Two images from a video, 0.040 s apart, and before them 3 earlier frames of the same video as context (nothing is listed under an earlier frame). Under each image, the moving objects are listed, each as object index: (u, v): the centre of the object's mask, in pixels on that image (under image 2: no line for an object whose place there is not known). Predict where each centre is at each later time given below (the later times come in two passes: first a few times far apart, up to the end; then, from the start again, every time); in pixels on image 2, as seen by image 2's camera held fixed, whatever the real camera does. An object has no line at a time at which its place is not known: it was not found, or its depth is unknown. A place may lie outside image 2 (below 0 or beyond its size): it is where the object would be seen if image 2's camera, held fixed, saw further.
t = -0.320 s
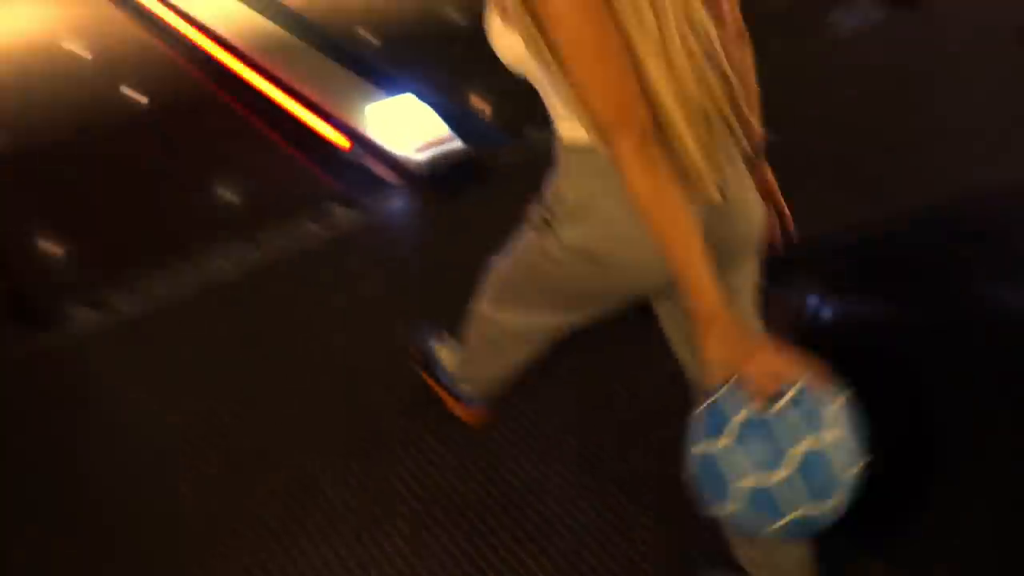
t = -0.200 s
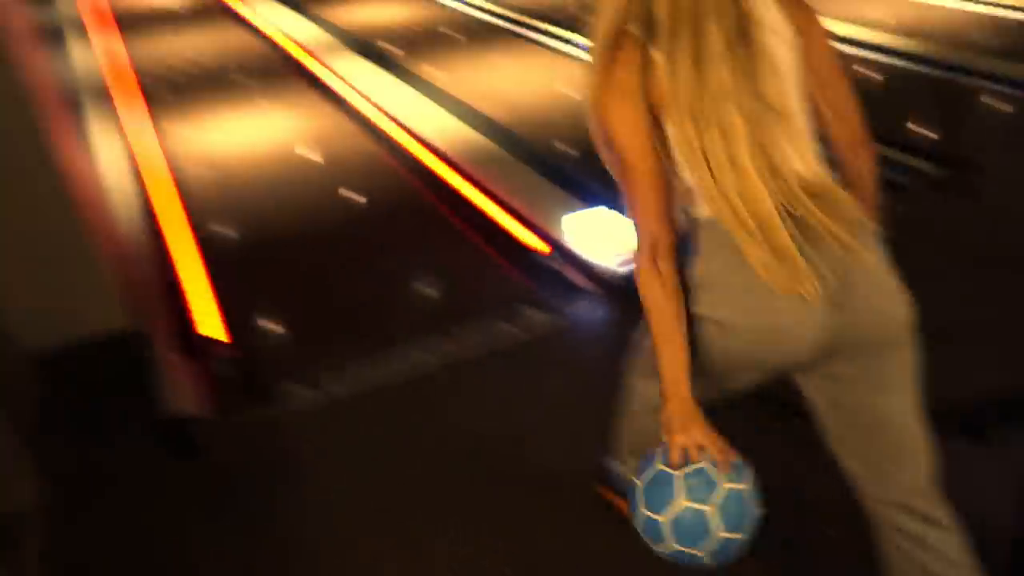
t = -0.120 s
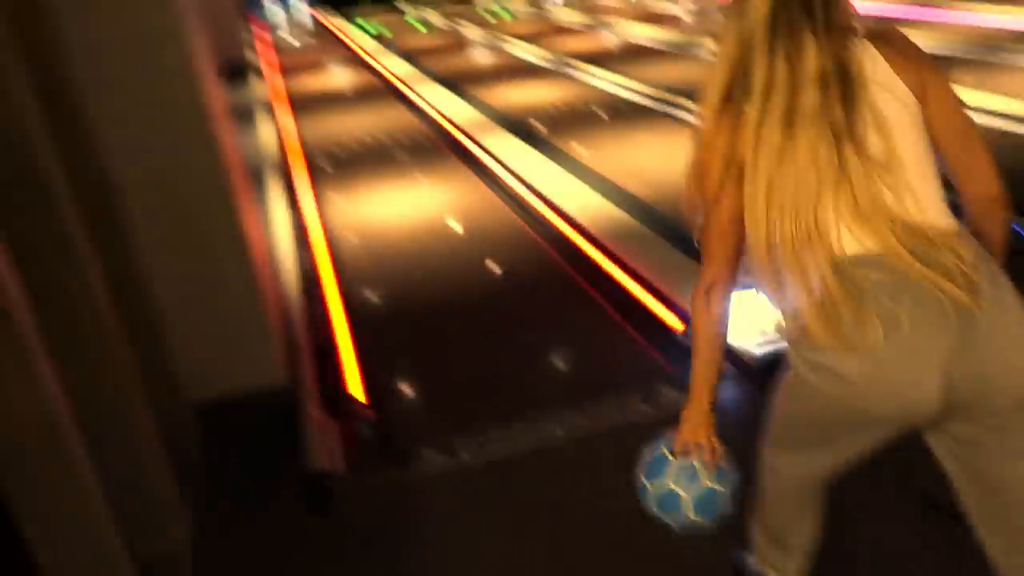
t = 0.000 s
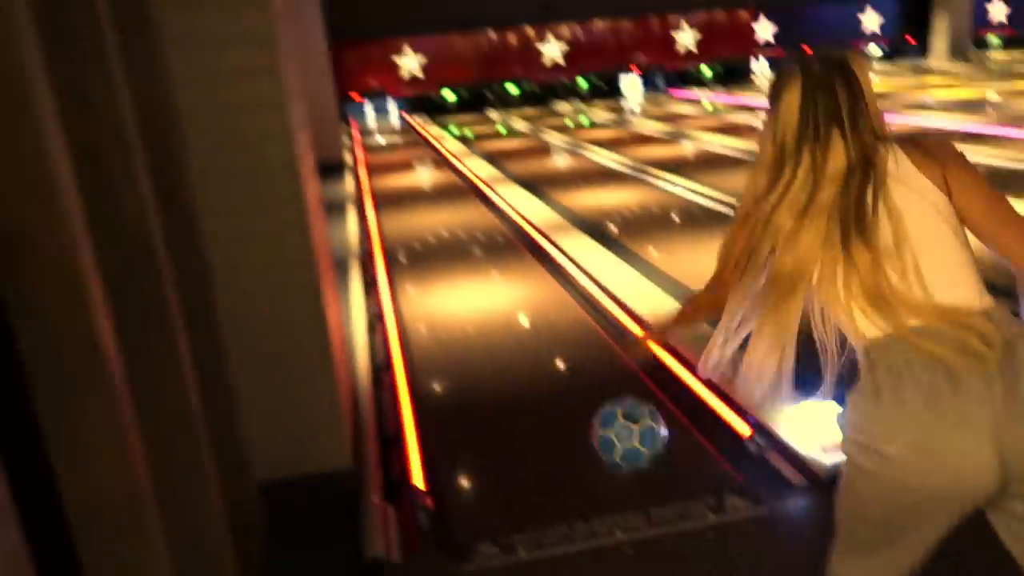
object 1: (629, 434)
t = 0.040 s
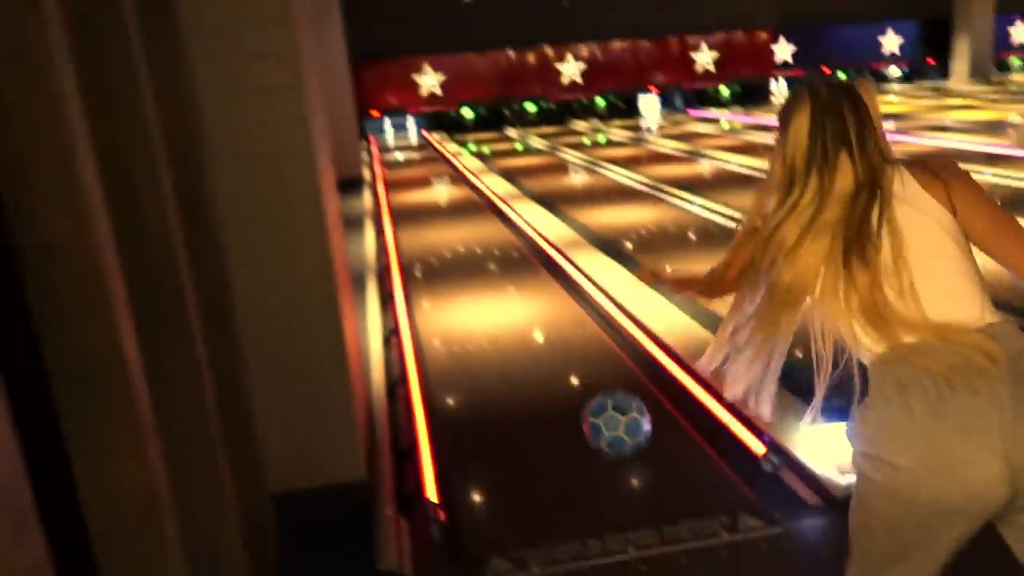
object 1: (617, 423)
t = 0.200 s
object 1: (551, 383)
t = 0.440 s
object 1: (495, 301)
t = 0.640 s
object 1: (470, 261)
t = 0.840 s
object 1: (451, 231)
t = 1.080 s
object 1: (436, 207)
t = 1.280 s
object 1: (427, 192)
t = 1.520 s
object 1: (421, 179)
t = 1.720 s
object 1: (415, 170)
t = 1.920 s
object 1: (411, 163)
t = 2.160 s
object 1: (407, 156)
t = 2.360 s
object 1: (406, 151)
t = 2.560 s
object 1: (405, 147)
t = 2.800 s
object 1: (404, 142)
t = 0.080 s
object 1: (595, 405)
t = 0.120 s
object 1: (578, 394)
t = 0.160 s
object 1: (563, 386)
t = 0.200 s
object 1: (551, 383)
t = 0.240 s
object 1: (539, 371)
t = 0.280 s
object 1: (527, 349)
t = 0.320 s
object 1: (518, 333)
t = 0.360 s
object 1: (510, 320)
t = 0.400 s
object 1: (502, 310)
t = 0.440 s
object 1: (495, 301)
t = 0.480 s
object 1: (489, 290)
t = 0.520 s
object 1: (483, 281)
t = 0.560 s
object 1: (478, 275)
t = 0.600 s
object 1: (474, 267)
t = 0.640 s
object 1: (470, 261)
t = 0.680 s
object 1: (466, 255)
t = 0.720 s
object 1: (461, 249)
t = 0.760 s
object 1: (458, 244)
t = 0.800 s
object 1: (454, 237)
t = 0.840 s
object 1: (451, 231)
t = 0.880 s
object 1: (449, 227)
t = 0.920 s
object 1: (446, 221)
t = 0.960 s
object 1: (443, 217)
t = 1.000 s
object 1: (441, 214)
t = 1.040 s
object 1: (439, 210)
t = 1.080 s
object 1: (436, 207)
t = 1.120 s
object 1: (435, 205)
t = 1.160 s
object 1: (433, 202)
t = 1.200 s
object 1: (431, 200)
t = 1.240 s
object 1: (430, 195)
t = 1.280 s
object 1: (427, 192)
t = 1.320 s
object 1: (426, 189)
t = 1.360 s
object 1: (425, 186)
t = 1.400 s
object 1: (423, 184)
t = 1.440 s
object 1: (422, 182)
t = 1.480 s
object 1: (421, 181)
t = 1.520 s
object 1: (421, 179)
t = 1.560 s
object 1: (419, 177)
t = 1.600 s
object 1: (419, 176)
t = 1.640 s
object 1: (417, 174)
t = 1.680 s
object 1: (417, 172)
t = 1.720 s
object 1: (415, 170)
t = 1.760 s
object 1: (414, 168)
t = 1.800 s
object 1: (413, 167)
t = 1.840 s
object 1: (413, 165)
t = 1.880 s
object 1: (412, 163)
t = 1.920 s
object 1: (411, 163)
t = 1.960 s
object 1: (410, 160)
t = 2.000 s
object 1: (410, 159)
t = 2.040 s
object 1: (409, 158)
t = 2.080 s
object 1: (409, 157)
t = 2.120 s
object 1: (407, 156)
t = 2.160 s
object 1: (407, 156)
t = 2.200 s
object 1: (406, 155)
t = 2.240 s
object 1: (406, 154)
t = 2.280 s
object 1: (406, 152)
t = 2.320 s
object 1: (406, 151)
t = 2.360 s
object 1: (406, 151)
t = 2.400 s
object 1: (405, 150)
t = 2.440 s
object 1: (405, 149)
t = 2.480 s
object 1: (405, 148)
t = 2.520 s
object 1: (405, 149)
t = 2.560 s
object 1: (405, 147)
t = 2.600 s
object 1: (404, 146)
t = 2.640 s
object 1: (404, 146)
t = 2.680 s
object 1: (403, 145)
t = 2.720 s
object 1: (403, 143)
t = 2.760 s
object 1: (403, 143)
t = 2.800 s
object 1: (404, 142)
